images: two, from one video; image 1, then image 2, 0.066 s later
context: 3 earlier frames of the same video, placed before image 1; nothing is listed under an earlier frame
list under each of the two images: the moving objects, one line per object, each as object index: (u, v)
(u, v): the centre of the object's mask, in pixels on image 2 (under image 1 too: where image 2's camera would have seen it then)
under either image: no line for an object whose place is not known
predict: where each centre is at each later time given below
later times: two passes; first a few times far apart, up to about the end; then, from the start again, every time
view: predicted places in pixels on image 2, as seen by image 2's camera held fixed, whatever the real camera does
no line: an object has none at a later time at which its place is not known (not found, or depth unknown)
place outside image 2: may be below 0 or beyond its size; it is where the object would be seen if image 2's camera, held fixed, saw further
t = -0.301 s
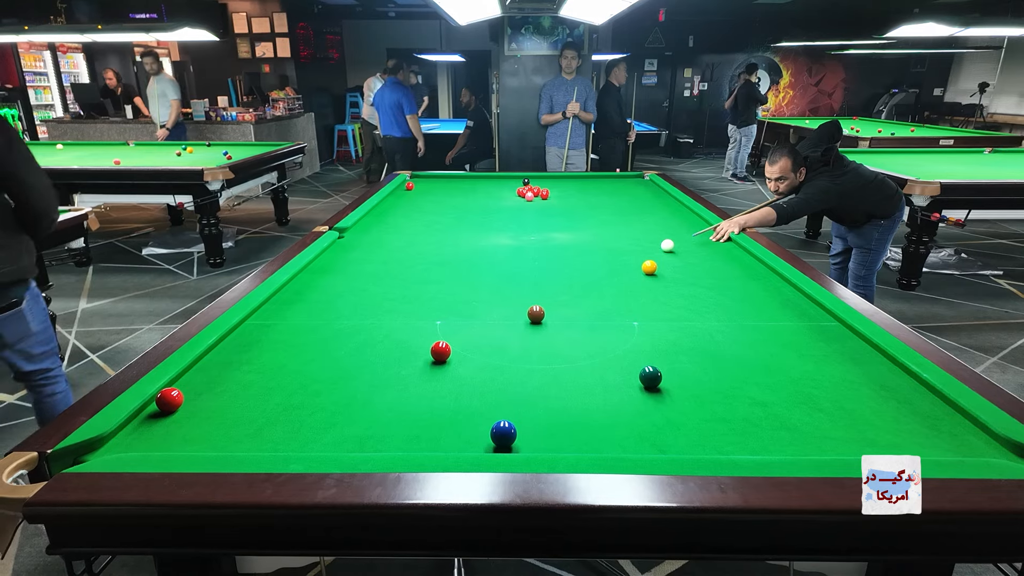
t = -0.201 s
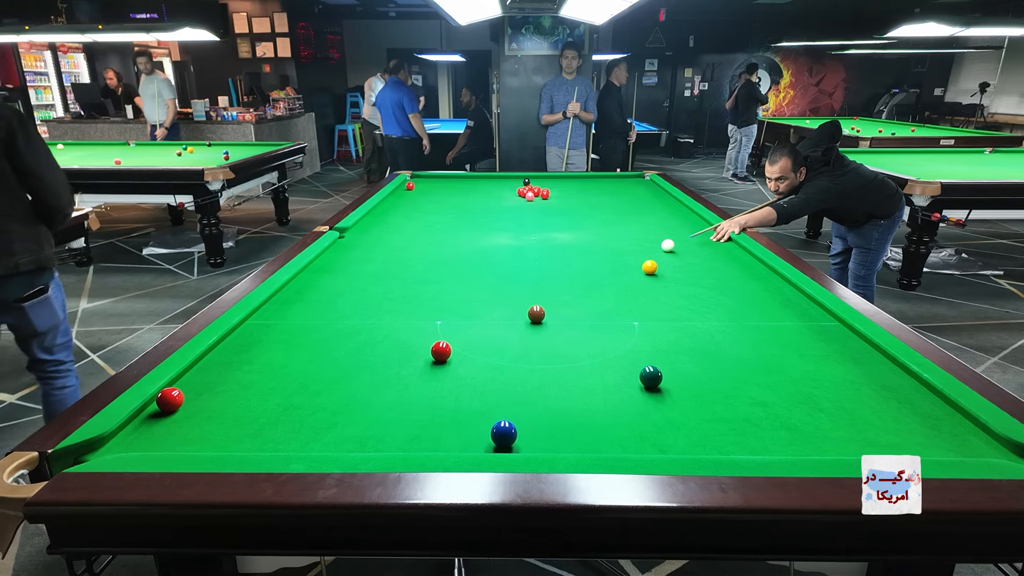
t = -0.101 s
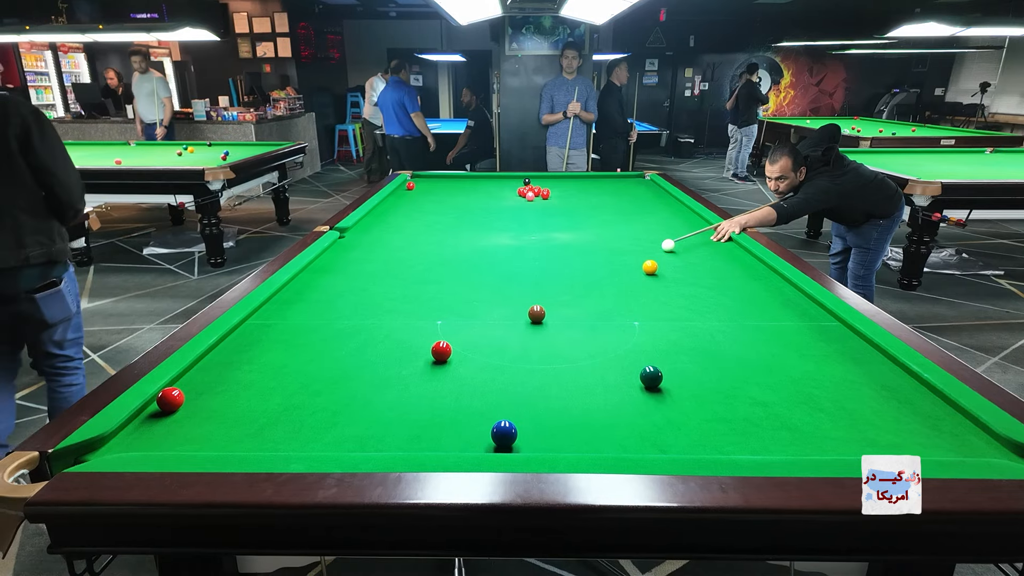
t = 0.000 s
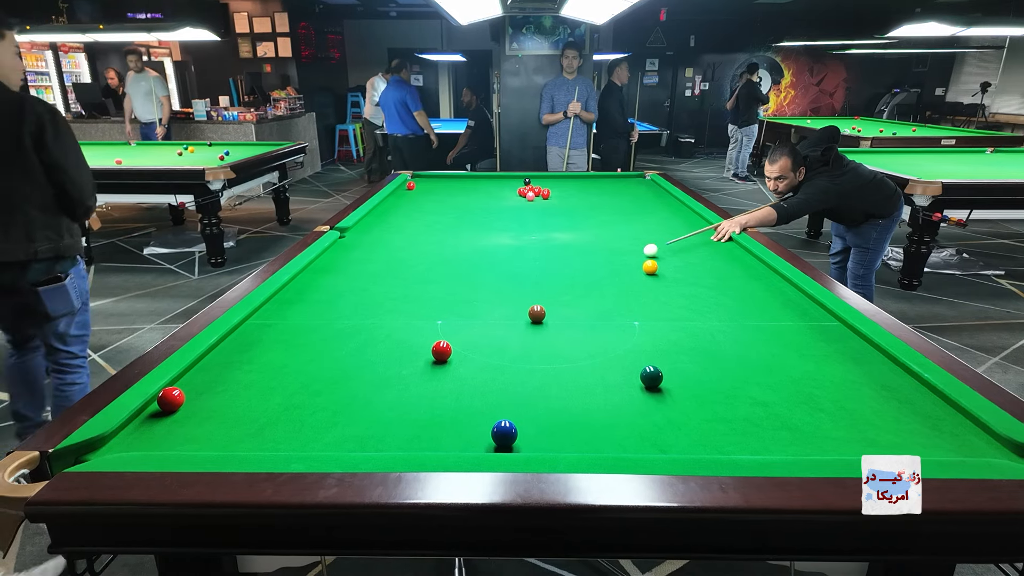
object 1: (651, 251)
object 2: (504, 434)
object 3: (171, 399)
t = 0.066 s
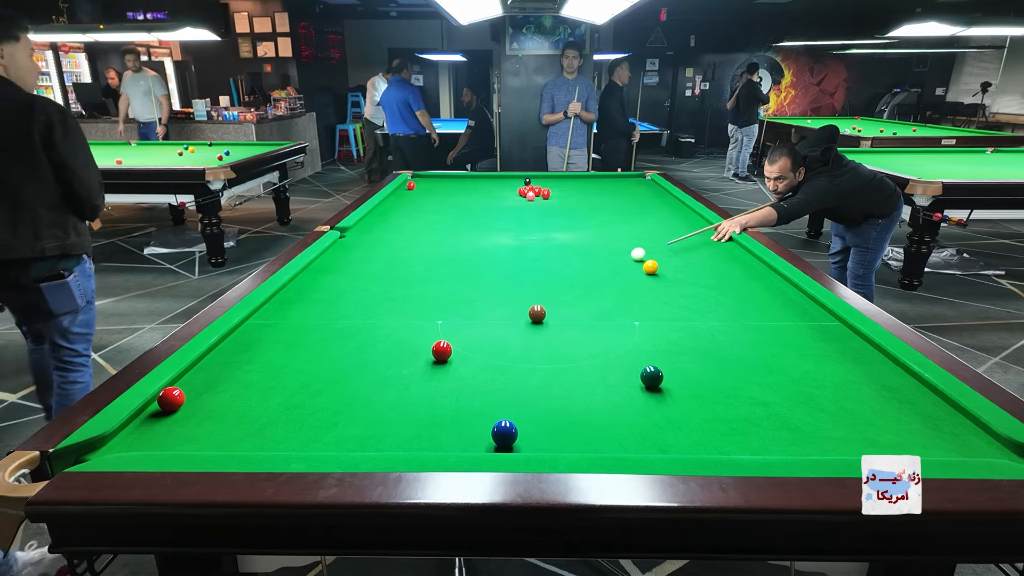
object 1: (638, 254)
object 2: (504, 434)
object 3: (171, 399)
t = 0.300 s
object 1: (589, 269)
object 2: (504, 434)
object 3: (171, 399)
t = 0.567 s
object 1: (525, 288)
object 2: (504, 434)
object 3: (171, 399)
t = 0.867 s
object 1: (440, 313)
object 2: (504, 434)
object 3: (171, 399)
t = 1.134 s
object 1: (346, 341)
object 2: (504, 434)
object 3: (171, 399)
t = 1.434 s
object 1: (213, 380)
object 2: (504, 433)
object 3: (171, 399)
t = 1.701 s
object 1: (213, 389)
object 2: (504, 434)
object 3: (128, 430)
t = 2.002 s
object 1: (267, 395)
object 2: (504, 434)
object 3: (94, 449)
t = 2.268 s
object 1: (313, 399)
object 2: (504, 434)
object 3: (82, 458)
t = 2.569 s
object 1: (361, 404)
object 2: (504, 434)
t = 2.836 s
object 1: (401, 409)
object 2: (504, 434)
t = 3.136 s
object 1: (443, 414)
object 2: (504, 434)
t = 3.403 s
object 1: (478, 419)
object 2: (504, 434)
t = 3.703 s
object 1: (506, 416)
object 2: (510, 436)
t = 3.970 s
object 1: (525, 416)
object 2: (516, 441)
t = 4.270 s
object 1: (540, 413)
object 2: (520, 443)
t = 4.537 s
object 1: (550, 412)
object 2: (521, 444)
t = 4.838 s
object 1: (557, 411)
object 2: (521, 444)
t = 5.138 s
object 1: (560, 412)
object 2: (521, 444)
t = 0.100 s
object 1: (631, 256)
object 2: (504, 434)
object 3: (171, 399)
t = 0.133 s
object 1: (624, 258)
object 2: (504, 434)
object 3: (171, 399)
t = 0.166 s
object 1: (618, 260)
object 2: (504, 434)
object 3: (171, 399)
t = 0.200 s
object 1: (611, 262)
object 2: (504, 434)
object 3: (171, 399)
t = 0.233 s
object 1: (604, 265)
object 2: (504, 434)
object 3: (171, 399)
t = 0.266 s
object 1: (596, 267)
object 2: (504, 434)
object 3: (171, 399)
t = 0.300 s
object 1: (589, 269)
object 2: (504, 434)
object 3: (171, 399)
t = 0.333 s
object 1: (582, 271)
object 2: (504, 434)
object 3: (171, 399)
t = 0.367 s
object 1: (574, 273)
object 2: (504, 434)
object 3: (171, 399)
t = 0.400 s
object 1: (566, 275)
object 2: (504, 434)
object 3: (171, 399)
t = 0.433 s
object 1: (559, 278)
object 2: (504, 434)
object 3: (171, 399)
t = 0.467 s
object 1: (550, 280)
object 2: (504, 434)
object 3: (171, 399)
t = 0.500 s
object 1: (542, 283)
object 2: (504, 434)
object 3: (171, 399)
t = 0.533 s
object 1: (534, 285)
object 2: (504, 434)
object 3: (171, 399)
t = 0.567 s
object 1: (525, 288)
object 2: (504, 434)
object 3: (171, 399)
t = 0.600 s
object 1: (517, 290)
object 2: (504, 434)
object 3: (171, 399)
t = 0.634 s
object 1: (508, 293)
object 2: (504, 434)
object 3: (171, 399)
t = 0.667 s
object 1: (499, 296)
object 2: (504, 434)
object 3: (171, 399)
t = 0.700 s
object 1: (490, 298)
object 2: (504, 434)
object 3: (171, 399)
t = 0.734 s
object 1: (480, 301)
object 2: (504, 434)
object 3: (171, 399)
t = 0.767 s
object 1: (470, 304)
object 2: (504, 434)
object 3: (171, 399)
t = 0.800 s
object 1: (460, 307)
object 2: (504, 433)
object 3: (171, 399)
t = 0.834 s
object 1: (450, 310)
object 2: (504, 434)
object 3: (171, 399)
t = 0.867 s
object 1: (440, 313)
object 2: (504, 434)
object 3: (171, 399)
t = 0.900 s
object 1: (429, 316)
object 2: (504, 434)
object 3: (171, 399)
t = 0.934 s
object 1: (418, 319)
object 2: (504, 434)
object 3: (171, 399)
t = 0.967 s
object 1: (407, 323)
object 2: (504, 434)
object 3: (171, 399)
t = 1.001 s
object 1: (395, 326)
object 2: (504, 434)
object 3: (171, 399)
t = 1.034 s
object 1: (383, 330)
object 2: (504, 434)
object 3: (171, 399)
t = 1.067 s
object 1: (372, 333)
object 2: (504, 434)
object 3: (171, 399)
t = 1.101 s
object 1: (359, 337)
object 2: (504, 434)
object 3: (171, 399)
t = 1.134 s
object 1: (346, 341)
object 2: (504, 434)
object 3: (171, 399)
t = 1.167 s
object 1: (333, 345)
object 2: (504, 434)
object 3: (171, 399)
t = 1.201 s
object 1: (320, 348)
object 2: (504, 434)
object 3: (171, 399)
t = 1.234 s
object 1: (306, 353)
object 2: (504, 434)
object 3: (171, 399)
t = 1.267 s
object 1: (291, 357)
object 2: (504, 434)
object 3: (171, 399)
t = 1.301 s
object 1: (276, 361)
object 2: (504, 434)
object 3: (171, 399)
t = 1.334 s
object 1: (261, 366)
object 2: (504, 434)
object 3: (171, 399)
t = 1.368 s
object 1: (245, 370)
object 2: (504, 434)
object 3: (171, 399)
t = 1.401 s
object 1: (229, 375)
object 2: (504, 434)
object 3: (171, 399)
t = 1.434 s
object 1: (213, 380)
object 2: (504, 433)
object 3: (171, 399)
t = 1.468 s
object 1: (196, 385)
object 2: (504, 433)
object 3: (171, 399)
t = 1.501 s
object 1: (183, 386)
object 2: (504, 434)
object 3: (167, 402)
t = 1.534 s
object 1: (178, 387)
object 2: (504, 433)
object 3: (160, 407)
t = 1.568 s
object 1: (186, 387)
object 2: (504, 433)
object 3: (152, 412)
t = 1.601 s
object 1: (194, 388)
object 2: (504, 434)
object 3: (146, 416)
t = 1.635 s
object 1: (200, 388)
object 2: (504, 434)
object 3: (140, 421)
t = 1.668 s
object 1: (207, 389)
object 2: (504, 433)
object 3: (133, 426)
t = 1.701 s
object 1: (213, 389)
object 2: (504, 434)
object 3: (128, 430)
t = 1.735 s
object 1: (219, 390)
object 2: (504, 433)
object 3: (124, 434)
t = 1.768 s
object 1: (225, 390)
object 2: (504, 434)
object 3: (120, 438)
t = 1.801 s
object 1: (231, 391)
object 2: (504, 434)
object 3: (116, 442)
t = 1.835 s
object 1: (238, 392)
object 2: (504, 434)
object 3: (111, 445)
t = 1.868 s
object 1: (243, 392)
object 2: (504, 434)
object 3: (107, 448)
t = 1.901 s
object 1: (249, 393)
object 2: (504, 434)
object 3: (102, 450)
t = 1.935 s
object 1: (255, 393)
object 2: (504, 434)
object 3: (100, 449)
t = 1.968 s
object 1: (261, 394)
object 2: (504, 434)
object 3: (96, 449)
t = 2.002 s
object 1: (267, 395)
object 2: (504, 434)
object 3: (94, 449)
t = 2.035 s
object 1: (273, 395)
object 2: (504, 434)
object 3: (91, 448)
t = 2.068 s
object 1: (279, 396)
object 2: (504, 434)
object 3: (91, 449)
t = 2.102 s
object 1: (285, 396)
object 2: (504, 434)
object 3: (92, 449)
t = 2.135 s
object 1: (290, 397)
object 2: (504, 434)
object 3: (92, 450)
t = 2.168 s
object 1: (296, 397)
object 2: (504, 434)
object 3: (91, 451)
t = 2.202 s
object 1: (302, 398)
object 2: (504, 434)
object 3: (89, 453)
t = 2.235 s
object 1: (308, 398)
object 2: (504, 434)
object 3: (86, 455)
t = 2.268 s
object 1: (313, 399)
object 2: (504, 434)
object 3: (82, 458)
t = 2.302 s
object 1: (319, 400)
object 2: (504, 434)
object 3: (76, 463)
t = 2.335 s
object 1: (324, 400)
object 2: (504, 434)
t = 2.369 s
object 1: (329, 401)
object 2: (504, 434)
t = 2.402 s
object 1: (335, 401)
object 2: (504, 434)
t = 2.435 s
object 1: (340, 402)
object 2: (504, 434)
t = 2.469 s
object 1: (346, 403)
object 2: (504, 434)
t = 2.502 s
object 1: (351, 403)
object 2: (504, 434)
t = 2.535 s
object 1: (356, 404)
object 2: (504, 434)
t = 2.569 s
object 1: (361, 404)
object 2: (504, 434)
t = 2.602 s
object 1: (366, 405)
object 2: (504, 434)
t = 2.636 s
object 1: (371, 405)
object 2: (504, 434)
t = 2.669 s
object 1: (376, 406)
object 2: (504, 434)
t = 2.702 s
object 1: (381, 407)
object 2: (504, 434)
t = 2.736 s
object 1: (386, 407)
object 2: (504, 434)
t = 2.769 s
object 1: (391, 408)
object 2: (504, 434)
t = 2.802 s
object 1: (396, 408)
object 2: (504, 434)
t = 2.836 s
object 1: (401, 409)
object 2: (504, 434)
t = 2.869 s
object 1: (406, 410)
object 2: (504, 434)
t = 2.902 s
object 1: (411, 410)
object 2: (504, 434)
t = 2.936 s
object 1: (416, 411)
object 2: (504, 434)
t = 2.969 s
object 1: (420, 411)
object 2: (504, 434)
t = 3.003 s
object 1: (425, 412)
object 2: (504, 434)
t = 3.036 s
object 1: (430, 412)
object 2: (504, 434)
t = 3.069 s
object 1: (434, 413)
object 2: (504, 434)
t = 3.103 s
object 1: (439, 413)
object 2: (504, 434)
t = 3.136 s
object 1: (443, 414)
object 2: (504, 434)
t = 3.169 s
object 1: (448, 415)
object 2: (504, 434)
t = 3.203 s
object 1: (452, 415)
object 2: (504, 434)
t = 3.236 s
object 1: (456, 416)
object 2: (504, 434)
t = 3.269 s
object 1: (461, 417)
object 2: (504, 434)
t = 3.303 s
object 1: (465, 417)
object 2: (504, 434)
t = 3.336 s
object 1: (469, 418)
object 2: (504, 434)
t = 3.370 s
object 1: (473, 418)
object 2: (504, 434)
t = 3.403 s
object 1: (478, 419)
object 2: (504, 434)
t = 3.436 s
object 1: (482, 419)
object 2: (504, 434)
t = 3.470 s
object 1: (485, 419)
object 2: (504, 434)
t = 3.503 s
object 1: (488, 419)
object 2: (505, 434)
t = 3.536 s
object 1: (491, 418)
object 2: (505, 434)
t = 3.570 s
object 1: (494, 418)
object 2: (506, 434)
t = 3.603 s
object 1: (498, 417)
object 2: (507, 435)
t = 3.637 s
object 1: (501, 416)
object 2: (508, 435)
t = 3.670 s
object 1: (503, 416)
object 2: (509, 436)
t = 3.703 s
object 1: (506, 416)
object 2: (510, 436)
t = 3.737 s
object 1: (509, 416)
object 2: (511, 437)
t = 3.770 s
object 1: (511, 416)
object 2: (512, 438)
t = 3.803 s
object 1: (514, 416)
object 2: (512, 439)
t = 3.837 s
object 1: (516, 416)
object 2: (513, 440)
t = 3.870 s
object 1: (518, 416)
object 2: (514, 440)
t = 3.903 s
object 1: (521, 416)
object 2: (515, 440)
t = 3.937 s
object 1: (523, 416)
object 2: (515, 441)
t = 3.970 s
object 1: (525, 416)
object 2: (516, 441)
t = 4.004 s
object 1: (526, 415)
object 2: (516, 442)
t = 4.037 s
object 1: (529, 415)
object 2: (517, 442)
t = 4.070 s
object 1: (530, 415)
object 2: (517, 442)
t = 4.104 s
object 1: (532, 415)
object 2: (518, 442)
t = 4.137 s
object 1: (534, 414)
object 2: (518, 443)
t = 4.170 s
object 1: (535, 414)
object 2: (519, 443)
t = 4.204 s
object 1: (537, 414)
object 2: (519, 443)
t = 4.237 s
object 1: (539, 414)
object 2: (519, 443)
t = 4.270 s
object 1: (540, 413)
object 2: (520, 443)
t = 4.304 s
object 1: (542, 413)
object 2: (520, 444)
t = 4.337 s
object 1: (543, 413)
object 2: (520, 444)
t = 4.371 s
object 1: (544, 413)
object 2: (521, 444)
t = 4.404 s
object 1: (545, 413)
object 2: (521, 444)
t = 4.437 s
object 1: (546, 412)
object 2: (521, 444)
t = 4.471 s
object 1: (548, 412)
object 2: (521, 444)
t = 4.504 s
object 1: (549, 412)
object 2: (521, 444)
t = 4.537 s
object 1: (550, 412)
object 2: (521, 444)
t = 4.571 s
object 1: (551, 412)
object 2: (521, 444)
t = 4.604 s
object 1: (552, 412)
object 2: (521, 444)
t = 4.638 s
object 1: (553, 412)
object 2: (521, 444)
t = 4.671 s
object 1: (553, 411)
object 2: (521, 444)
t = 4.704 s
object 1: (554, 411)
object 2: (521, 444)
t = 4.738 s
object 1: (555, 411)
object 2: (521, 444)
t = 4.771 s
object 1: (556, 411)
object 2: (521, 444)
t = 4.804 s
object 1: (556, 411)
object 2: (521, 444)
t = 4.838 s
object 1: (557, 411)
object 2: (521, 444)
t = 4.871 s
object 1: (557, 411)
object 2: (521, 445)
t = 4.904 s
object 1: (558, 411)
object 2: (521, 445)
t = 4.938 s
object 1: (558, 411)
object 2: (521, 444)
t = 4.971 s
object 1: (559, 411)
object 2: (521, 444)
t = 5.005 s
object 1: (559, 411)
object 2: (521, 444)
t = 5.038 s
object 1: (559, 411)
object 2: (521, 444)
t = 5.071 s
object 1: (560, 412)
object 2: (521, 444)
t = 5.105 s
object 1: (560, 412)
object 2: (521, 444)
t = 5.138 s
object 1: (560, 412)
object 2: (521, 444)
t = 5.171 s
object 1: (560, 412)
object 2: (521, 444)
